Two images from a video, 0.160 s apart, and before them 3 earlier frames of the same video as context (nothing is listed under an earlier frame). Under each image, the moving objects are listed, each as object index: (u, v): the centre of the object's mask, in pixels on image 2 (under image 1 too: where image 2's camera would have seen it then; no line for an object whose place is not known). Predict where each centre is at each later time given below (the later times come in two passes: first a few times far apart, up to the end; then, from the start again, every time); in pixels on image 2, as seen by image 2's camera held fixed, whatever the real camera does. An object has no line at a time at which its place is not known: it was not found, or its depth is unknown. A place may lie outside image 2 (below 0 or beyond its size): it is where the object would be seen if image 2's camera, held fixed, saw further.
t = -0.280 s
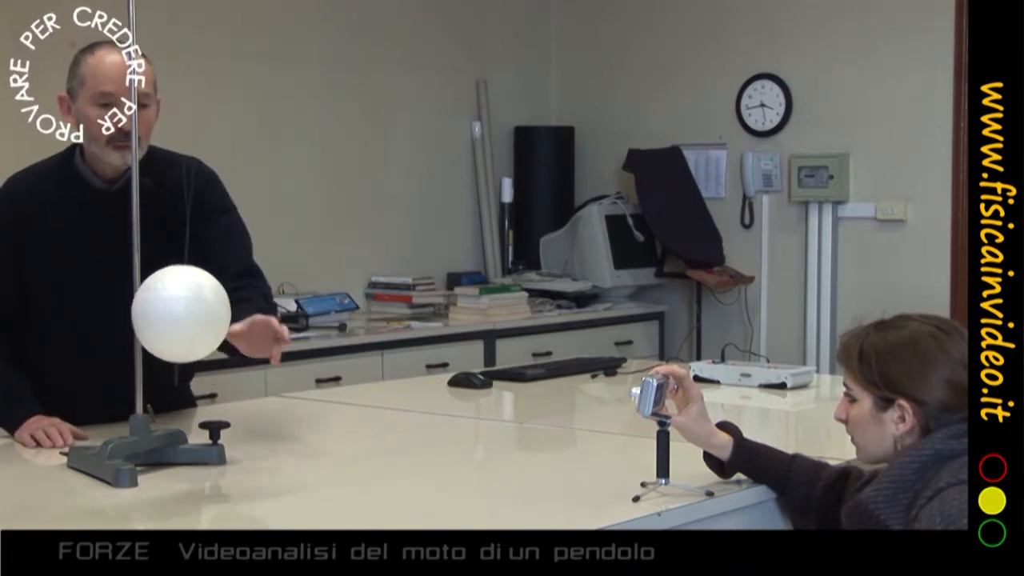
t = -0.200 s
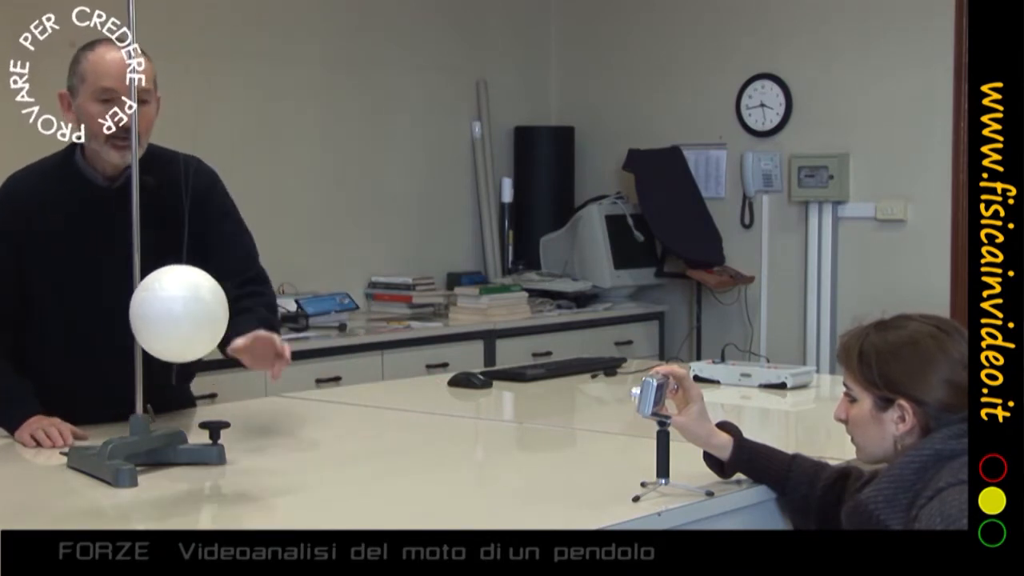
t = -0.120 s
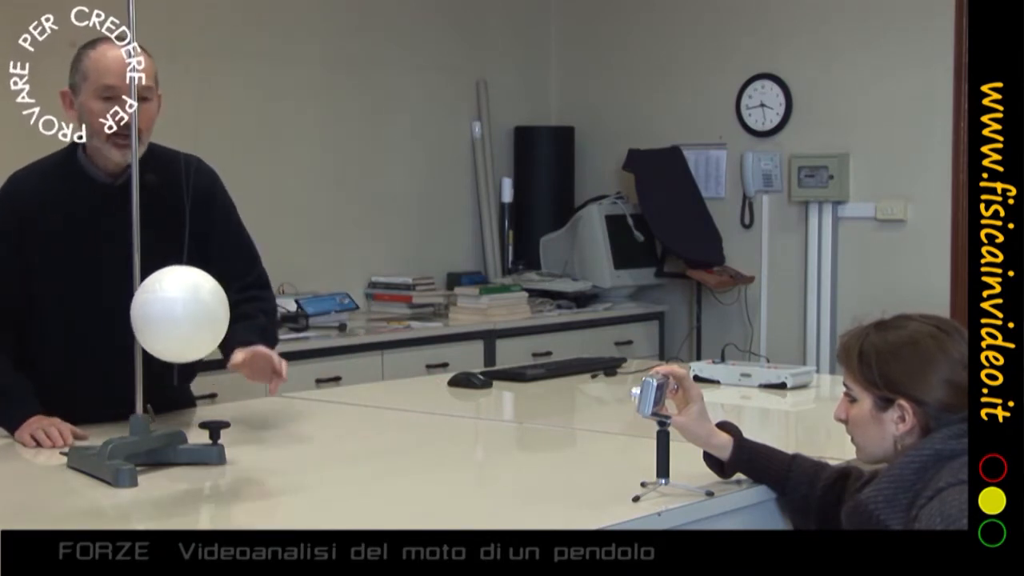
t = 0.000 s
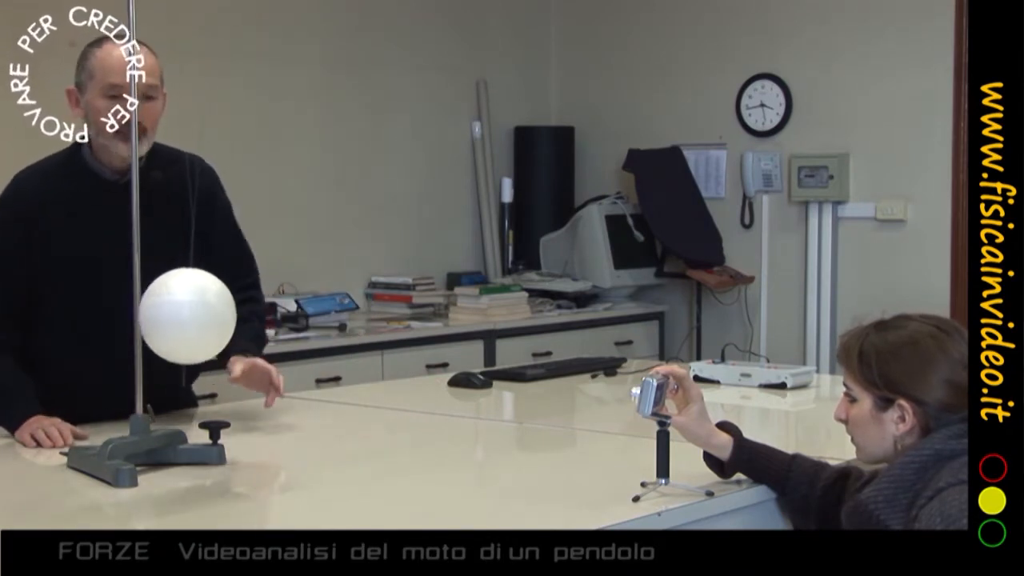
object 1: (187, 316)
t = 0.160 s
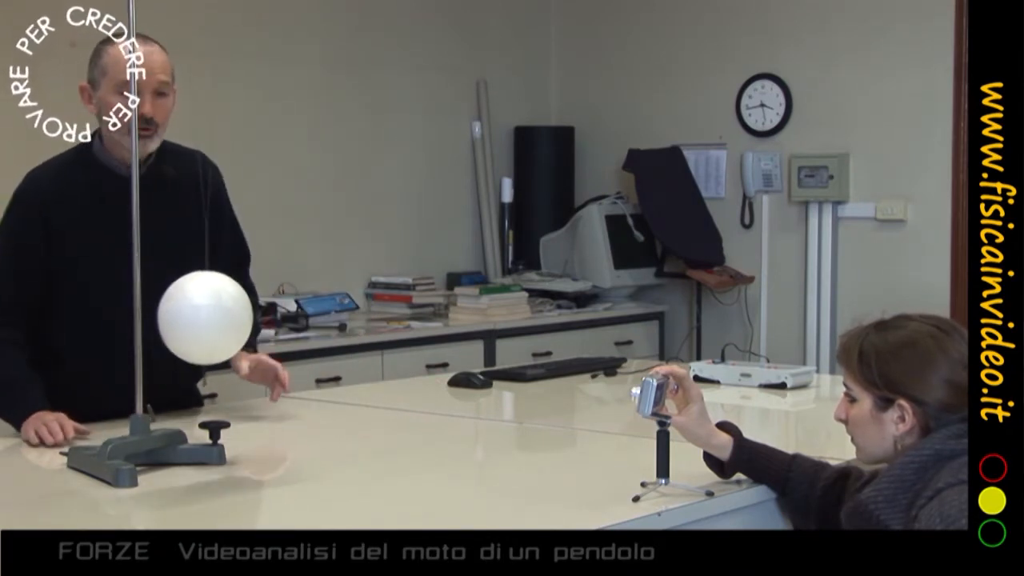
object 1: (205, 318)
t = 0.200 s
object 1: (210, 318)
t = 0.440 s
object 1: (237, 312)
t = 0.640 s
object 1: (249, 303)
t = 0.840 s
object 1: (253, 296)
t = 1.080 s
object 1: (251, 299)
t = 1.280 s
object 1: (244, 307)
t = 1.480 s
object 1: (228, 315)
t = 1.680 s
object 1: (207, 318)
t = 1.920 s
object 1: (187, 315)
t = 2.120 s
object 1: (185, 315)
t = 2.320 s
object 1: (198, 317)
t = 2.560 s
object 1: (219, 317)
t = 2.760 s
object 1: (234, 311)
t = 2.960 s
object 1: (245, 303)
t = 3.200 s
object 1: (253, 298)
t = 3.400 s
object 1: (252, 302)
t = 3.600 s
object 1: (240, 309)
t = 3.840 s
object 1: (217, 317)
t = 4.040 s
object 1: (199, 317)
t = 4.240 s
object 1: (192, 316)
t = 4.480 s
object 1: (196, 316)
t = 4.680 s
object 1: (205, 318)
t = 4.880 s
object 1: (218, 316)
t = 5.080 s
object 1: (233, 311)
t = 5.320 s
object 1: (249, 303)
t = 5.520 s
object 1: (254, 300)
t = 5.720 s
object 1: (248, 304)
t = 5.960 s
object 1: (229, 312)
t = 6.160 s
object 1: (213, 317)
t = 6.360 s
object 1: (203, 317)
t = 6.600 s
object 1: (197, 316)
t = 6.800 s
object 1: (197, 317)
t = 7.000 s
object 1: (205, 318)
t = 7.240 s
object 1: (223, 315)
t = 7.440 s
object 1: (241, 309)
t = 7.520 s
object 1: (246, 306)
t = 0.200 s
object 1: (210, 318)
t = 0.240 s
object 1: (215, 317)
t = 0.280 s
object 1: (220, 317)
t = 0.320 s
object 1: (225, 316)
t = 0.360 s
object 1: (229, 315)
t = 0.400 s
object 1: (233, 314)
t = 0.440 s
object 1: (237, 312)
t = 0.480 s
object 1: (240, 310)
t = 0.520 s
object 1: (243, 308)
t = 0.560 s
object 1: (246, 307)
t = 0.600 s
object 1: (248, 305)
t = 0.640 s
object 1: (249, 303)
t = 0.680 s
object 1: (251, 301)
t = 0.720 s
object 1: (252, 300)
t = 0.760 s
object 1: (252, 298)
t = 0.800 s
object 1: (253, 297)
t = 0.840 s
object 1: (253, 296)
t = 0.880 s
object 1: (253, 296)
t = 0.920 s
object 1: (253, 296)
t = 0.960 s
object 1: (253, 296)
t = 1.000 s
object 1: (252, 297)
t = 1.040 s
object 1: (252, 298)
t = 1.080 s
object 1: (251, 299)
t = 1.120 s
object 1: (250, 300)
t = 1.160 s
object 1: (249, 302)
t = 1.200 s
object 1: (247, 303)
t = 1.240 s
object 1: (246, 305)
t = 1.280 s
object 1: (244, 307)
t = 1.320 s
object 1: (241, 309)
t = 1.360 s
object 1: (239, 311)
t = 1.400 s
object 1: (235, 312)
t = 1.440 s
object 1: (232, 314)
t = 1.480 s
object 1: (228, 315)
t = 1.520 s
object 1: (224, 316)
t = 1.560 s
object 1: (220, 317)
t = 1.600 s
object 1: (216, 317)
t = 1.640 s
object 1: (211, 317)
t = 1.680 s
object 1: (207, 318)
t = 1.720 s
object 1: (202, 317)
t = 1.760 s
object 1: (198, 317)
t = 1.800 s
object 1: (195, 317)
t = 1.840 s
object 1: (192, 316)
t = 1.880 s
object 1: (189, 316)
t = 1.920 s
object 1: (187, 315)
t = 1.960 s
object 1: (185, 315)
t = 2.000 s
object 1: (184, 315)
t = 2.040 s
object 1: (184, 315)
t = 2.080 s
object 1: (184, 315)
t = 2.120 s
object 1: (185, 315)
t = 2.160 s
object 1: (187, 315)
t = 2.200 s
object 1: (189, 316)
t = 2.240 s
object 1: (192, 316)
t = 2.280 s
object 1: (195, 316)
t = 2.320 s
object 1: (198, 317)
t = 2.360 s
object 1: (202, 317)
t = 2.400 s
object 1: (205, 317)
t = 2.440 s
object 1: (209, 318)
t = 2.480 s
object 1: (212, 318)
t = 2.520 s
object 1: (216, 317)
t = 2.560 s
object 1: (219, 317)
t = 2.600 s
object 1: (222, 316)
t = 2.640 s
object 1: (226, 315)
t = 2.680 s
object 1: (228, 314)
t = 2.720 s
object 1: (231, 313)
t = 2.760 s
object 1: (234, 311)
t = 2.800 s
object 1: (236, 310)
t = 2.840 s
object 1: (238, 308)
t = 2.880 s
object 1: (241, 306)
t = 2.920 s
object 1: (243, 305)
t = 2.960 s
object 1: (245, 303)
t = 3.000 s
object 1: (247, 302)
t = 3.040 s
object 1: (248, 301)
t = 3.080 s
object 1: (250, 300)
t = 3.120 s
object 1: (251, 299)
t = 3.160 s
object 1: (252, 299)
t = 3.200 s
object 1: (253, 298)
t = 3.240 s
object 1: (254, 299)
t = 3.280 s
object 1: (254, 299)
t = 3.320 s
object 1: (253, 300)
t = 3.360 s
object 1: (253, 300)
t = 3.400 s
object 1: (252, 302)
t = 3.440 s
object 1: (250, 303)
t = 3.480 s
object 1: (249, 305)
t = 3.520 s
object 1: (246, 306)
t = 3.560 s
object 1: (243, 308)
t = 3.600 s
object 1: (240, 309)
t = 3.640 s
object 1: (237, 311)
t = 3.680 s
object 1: (233, 312)
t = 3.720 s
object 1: (229, 314)
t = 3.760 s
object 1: (225, 315)
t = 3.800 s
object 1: (221, 316)
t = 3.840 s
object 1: (217, 317)
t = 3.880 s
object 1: (213, 317)
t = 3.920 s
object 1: (209, 317)
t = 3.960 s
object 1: (205, 317)
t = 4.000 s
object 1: (202, 317)
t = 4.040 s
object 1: (199, 317)
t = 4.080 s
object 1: (197, 317)
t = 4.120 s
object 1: (195, 317)
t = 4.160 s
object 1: (193, 317)
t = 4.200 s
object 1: (192, 316)
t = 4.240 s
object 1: (192, 316)
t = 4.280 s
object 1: (192, 316)
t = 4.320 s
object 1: (192, 316)
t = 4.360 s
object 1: (192, 315)
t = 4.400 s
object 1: (193, 316)
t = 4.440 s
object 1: (194, 316)
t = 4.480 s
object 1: (196, 316)
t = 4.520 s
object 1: (198, 316)
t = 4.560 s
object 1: (199, 317)
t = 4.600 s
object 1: (201, 317)
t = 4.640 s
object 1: (203, 317)
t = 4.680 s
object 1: (205, 318)
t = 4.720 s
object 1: (208, 318)
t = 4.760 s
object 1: (210, 317)
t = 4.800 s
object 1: (213, 317)
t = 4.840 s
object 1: (215, 317)
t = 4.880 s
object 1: (218, 316)
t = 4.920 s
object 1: (221, 315)
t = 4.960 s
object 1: (224, 314)
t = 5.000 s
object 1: (227, 313)
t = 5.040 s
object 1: (230, 312)
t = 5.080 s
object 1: (233, 311)
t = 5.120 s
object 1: (236, 309)
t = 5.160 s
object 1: (239, 308)
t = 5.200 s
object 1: (242, 306)
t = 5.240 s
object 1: (244, 305)
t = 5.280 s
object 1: (247, 304)
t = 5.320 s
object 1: (249, 303)
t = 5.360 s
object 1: (251, 302)
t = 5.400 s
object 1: (252, 301)
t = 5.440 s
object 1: (253, 301)
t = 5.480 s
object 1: (254, 300)
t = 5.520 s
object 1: (254, 300)
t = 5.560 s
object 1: (254, 301)
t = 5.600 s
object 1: (253, 301)
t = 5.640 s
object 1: (252, 302)
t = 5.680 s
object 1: (250, 303)
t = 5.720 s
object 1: (248, 304)
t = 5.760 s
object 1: (245, 305)
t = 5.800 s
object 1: (242, 307)
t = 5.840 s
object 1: (239, 308)
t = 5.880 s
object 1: (236, 310)
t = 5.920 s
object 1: (233, 311)
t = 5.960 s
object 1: (229, 312)
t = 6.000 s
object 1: (226, 313)
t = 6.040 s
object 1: (223, 314)
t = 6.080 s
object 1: (219, 315)
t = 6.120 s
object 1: (216, 316)
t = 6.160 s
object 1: (213, 317)
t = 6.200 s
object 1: (211, 317)
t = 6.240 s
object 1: (208, 318)
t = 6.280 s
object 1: (206, 318)
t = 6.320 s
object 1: (204, 318)
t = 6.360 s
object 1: (203, 317)
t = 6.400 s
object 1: (201, 317)
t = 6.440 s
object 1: (200, 317)
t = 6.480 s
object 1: (199, 317)
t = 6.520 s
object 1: (198, 316)
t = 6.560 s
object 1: (197, 316)
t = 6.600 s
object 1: (197, 316)
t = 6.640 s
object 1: (196, 316)
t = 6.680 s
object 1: (196, 316)
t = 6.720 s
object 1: (196, 316)
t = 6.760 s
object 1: (197, 317)
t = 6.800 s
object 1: (197, 317)
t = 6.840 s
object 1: (198, 317)
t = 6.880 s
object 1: (199, 317)
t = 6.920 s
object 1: (201, 317)
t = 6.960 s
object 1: (203, 318)
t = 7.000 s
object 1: (205, 318)
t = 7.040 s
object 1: (207, 318)
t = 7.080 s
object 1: (210, 317)
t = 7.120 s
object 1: (213, 317)
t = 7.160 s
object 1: (216, 316)
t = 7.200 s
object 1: (220, 316)
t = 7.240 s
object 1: (223, 315)
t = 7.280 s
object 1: (227, 313)
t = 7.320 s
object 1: (231, 312)
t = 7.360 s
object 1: (234, 311)
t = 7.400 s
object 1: (237, 310)
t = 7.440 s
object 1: (241, 309)
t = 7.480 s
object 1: (243, 307)
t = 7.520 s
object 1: (246, 306)
